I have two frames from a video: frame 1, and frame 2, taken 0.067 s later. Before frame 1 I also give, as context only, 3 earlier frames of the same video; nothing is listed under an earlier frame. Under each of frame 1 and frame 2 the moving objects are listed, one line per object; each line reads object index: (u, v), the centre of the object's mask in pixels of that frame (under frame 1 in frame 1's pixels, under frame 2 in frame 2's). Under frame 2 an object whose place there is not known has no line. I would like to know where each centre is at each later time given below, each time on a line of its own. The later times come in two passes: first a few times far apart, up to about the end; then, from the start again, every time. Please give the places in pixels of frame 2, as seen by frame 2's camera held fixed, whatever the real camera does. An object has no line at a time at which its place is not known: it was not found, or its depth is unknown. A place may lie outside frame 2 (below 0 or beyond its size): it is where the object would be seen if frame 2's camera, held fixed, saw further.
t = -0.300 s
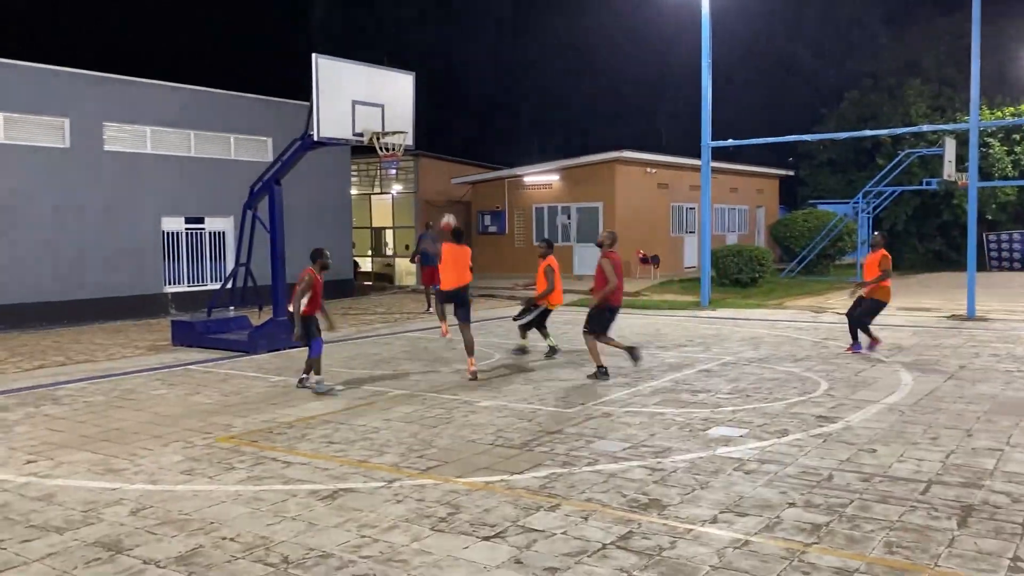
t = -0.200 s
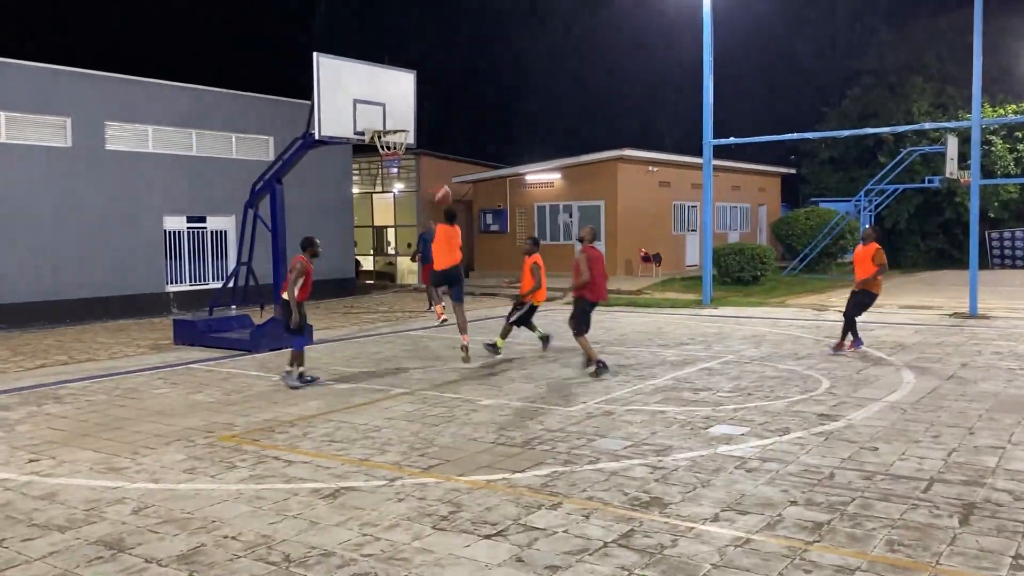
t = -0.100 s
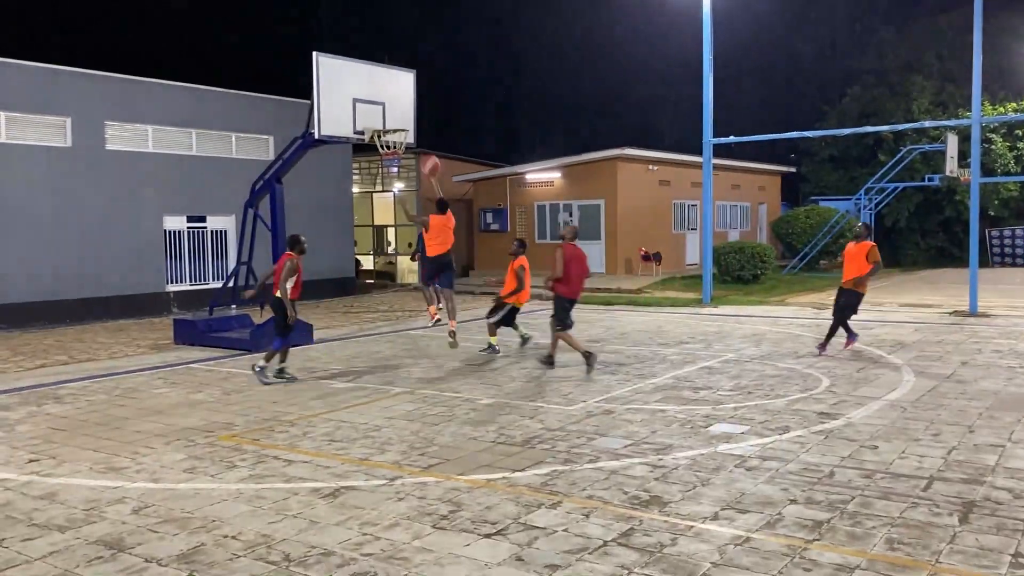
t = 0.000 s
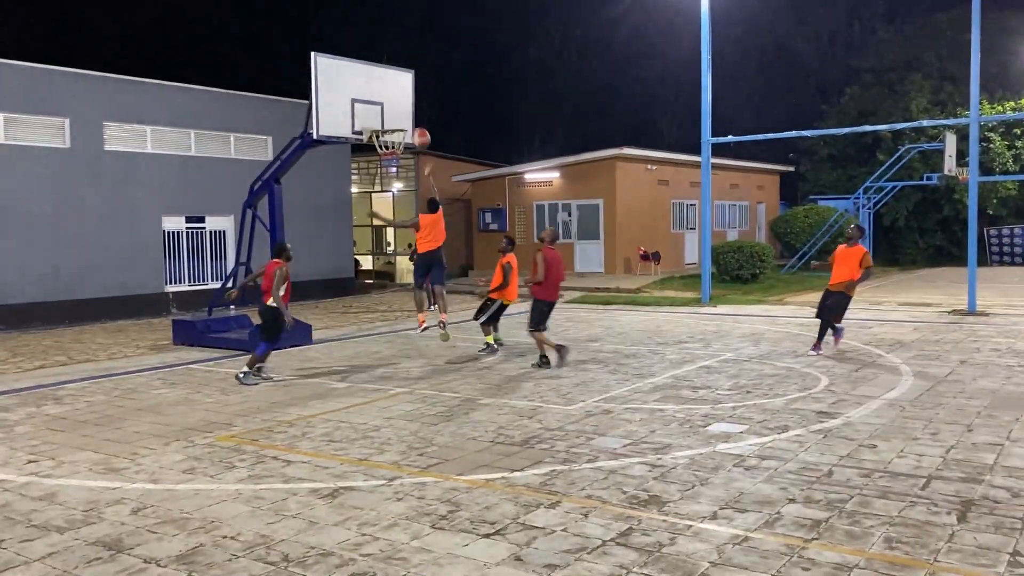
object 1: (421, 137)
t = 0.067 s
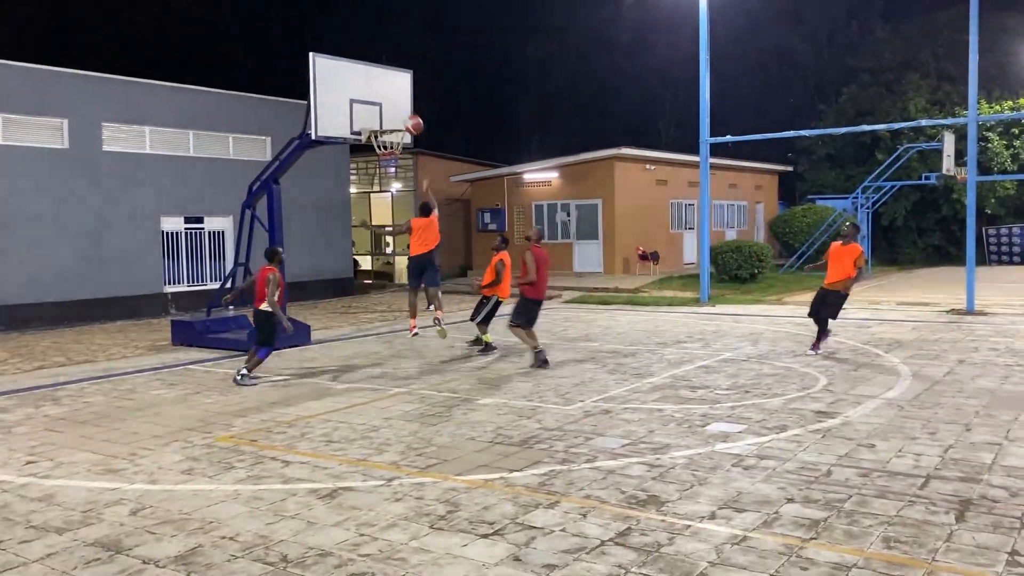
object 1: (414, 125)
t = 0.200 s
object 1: (403, 108)
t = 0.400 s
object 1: (387, 110)
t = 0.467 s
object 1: (383, 117)
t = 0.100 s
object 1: (411, 120)
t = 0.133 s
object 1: (408, 115)
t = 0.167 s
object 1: (405, 111)
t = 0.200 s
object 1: (403, 108)
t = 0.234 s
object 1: (400, 106)
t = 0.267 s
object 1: (397, 106)
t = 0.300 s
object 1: (394, 105)
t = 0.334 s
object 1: (391, 106)
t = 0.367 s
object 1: (389, 108)
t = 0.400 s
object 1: (387, 110)
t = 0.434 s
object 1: (384, 112)
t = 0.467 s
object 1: (383, 117)
